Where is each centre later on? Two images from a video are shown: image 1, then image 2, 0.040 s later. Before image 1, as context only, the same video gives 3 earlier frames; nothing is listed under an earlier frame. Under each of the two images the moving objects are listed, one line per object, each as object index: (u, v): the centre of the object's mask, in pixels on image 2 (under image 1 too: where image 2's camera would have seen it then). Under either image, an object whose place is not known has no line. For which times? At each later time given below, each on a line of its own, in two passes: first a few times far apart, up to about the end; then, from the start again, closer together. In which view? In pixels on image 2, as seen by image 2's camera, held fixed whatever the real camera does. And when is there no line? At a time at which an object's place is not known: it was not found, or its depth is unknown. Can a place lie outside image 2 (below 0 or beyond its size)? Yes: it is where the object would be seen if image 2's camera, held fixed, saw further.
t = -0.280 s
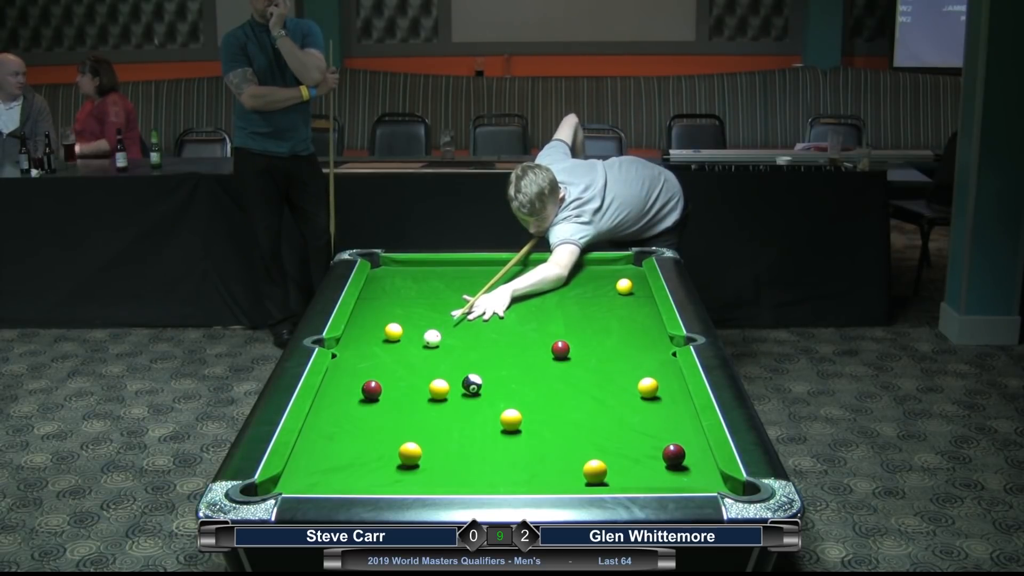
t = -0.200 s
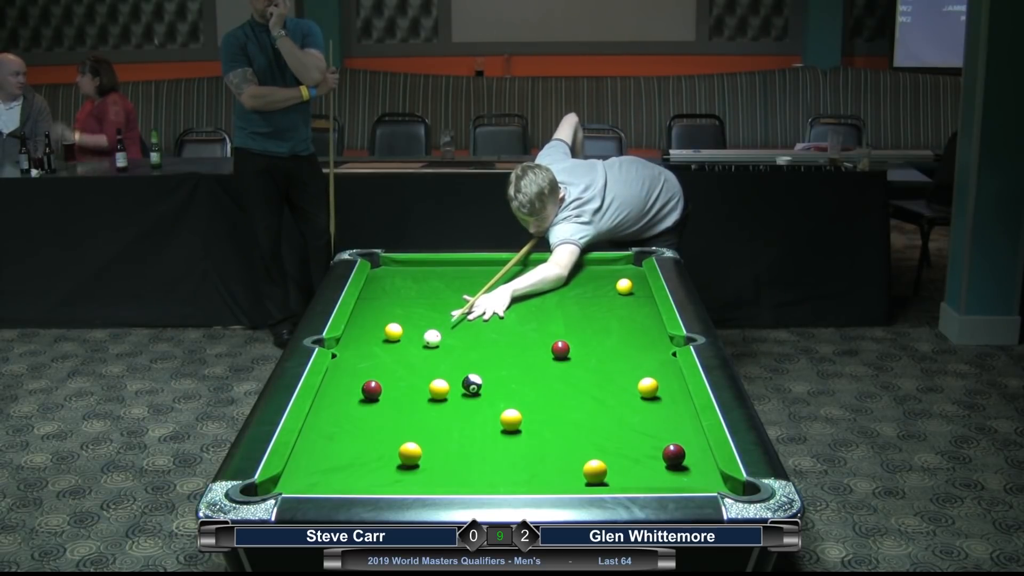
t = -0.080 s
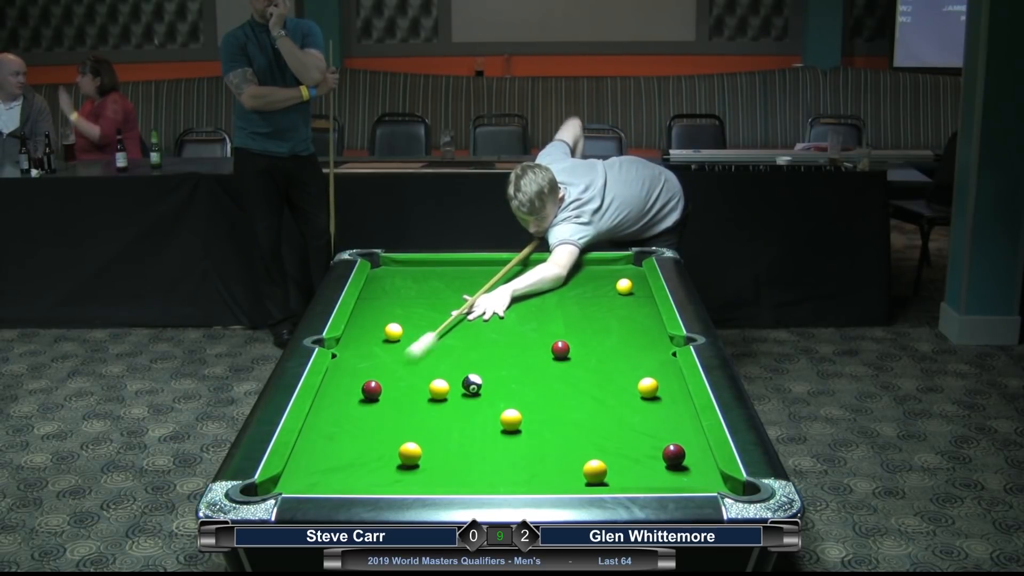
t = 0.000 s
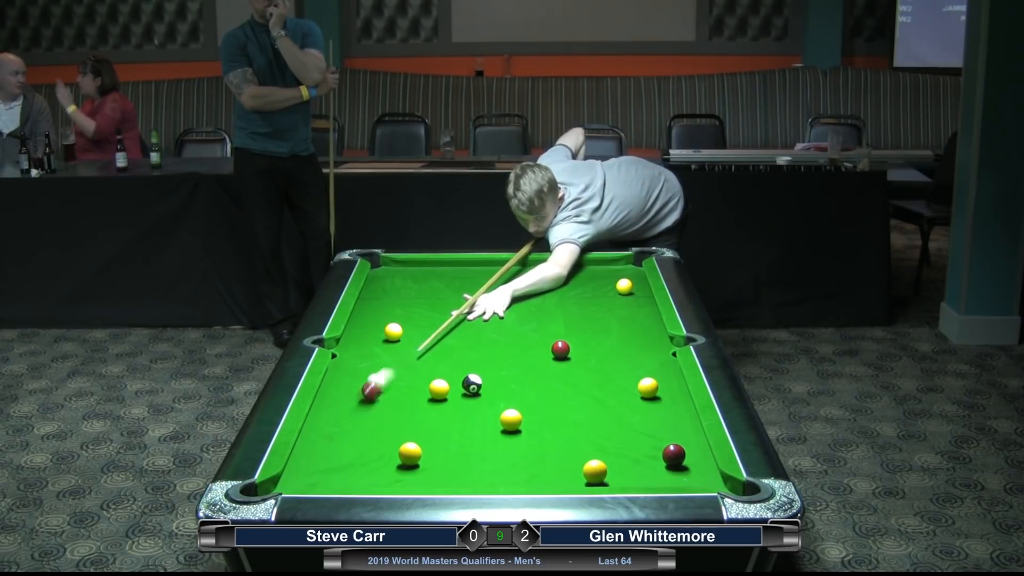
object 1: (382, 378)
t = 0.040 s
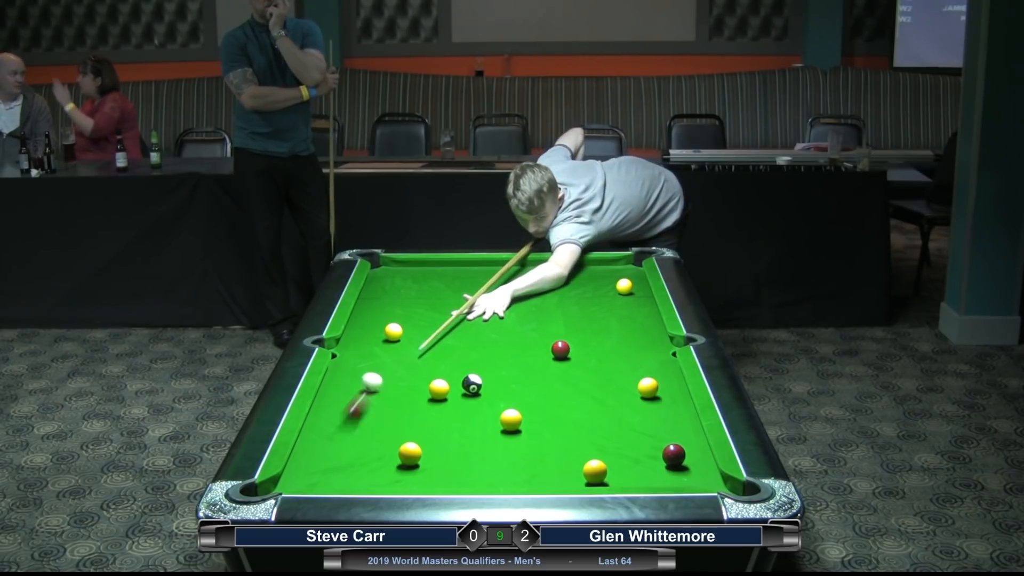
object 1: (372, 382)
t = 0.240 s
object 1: (346, 378)
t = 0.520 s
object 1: (348, 372)
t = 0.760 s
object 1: (369, 367)
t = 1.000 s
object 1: (387, 363)
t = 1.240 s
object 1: (403, 359)
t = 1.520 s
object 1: (419, 355)
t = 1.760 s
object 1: (431, 352)
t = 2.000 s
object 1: (442, 350)
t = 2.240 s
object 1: (451, 348)
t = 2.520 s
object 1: (459, 346)
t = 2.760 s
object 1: (464, 345)
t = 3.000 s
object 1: (468, 344)
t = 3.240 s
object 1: (470, 344)
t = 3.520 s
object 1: (470, 344)
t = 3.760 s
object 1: (470, 344)
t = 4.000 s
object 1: (470, 344)
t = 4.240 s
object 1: (470, 344)
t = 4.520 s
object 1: (470, 344)
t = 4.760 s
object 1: (470, 344)
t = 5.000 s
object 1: (470, 344)
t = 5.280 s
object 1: (470, 344)
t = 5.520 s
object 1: (470, 344)
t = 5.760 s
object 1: (470, 344)
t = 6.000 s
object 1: (470, 344)
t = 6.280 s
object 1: (470, 344)
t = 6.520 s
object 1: (470, 344)
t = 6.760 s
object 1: (470, 344)
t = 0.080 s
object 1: (366, 381)
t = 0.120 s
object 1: (361, 380)
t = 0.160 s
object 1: (356, 379)
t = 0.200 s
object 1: (351, 379)
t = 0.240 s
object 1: (346, 378)
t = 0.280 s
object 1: (342, 377)
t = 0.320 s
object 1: (337, 377)
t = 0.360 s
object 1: (333, 376)
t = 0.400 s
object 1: (337, 375)
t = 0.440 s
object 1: (341, 374)
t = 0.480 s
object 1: (345, 373)
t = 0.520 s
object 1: (348, 372)
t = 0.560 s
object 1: (352, 371)
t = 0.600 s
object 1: (355, 370)
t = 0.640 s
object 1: (359, 369)
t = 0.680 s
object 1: (362, 369)
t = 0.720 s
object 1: (365, 368)
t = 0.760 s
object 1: (369, 367)
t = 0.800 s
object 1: (372, 366)
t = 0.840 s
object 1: (375, 366)
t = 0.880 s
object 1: (378, 365)
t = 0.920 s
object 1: (381, 364)
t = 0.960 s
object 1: (384, 363)
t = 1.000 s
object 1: (387, 363)
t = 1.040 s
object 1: (390, 362)
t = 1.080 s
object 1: (393, 361)
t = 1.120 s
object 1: (395, 361)
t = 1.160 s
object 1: (398, 360)
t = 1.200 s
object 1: (401, 359)
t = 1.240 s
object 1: (403, 359)
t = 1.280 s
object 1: (406, 358)
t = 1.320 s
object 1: (408, 357)
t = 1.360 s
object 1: (411, 357)
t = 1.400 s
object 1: (413, 356)
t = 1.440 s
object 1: (415, 356)
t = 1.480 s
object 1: (417, 355)
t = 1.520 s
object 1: (419, 355)
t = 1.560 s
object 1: (421, 354)
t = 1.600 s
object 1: (424, 354)
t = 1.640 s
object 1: (426, 354)
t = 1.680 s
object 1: (428, 353)
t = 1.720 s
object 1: (429, 353)
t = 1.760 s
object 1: (431, 352)
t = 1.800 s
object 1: (433, 352)
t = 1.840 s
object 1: (435, 351)
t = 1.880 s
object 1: (437, 351)
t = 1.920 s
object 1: (438, 351)
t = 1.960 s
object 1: (440, 350)
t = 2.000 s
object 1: (442, 350)
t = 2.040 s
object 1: (443, 349)
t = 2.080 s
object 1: (445, 349)
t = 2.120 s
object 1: (446, 349)
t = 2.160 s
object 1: (448, 348)
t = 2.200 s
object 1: (449, 348)
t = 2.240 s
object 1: (451, 348)
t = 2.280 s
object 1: (452, 348)
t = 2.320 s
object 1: (453, 347)
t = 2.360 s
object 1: (454, 347)
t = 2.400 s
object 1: (455, 347)
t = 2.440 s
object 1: (456, 347)
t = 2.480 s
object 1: (457, 346)
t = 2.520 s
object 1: (459, 346)
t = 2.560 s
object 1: (460, 346)
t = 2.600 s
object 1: (461, 346)
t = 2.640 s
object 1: (462, 346)
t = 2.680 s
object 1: (462, 345)
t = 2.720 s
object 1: (463, 345)
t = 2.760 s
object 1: (464, 345)
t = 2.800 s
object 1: (465, 345)
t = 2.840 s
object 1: (466, 345)
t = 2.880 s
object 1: (466, 345)
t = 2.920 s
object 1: (467, 345)
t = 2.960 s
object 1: (467, 345)
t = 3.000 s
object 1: (468, 344)
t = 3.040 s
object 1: (468, 344)
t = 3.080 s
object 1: (469, 344)
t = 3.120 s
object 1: (469, 344)
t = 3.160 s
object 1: (470, 344)
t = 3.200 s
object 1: (470, 344)
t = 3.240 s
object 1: (470, 344)
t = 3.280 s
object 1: (470, 344)
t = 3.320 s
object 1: (470, 344)
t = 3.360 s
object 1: (470, 344)
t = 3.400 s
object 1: (470, 344)
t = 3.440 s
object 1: (470, 344)
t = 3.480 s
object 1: (470, 344)
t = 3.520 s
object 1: (470, 344)
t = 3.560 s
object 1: (470, 344)
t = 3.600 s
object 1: (470, 344)
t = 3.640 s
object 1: (470, 344)
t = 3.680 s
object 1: (470, 344)
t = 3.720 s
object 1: (470, 344)
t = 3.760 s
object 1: (470, 344)
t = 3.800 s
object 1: (470, 344)
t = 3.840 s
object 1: (470, 344)
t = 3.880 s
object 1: (470, 344)
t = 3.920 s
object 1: (470, 344)
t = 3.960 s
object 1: (470, 344)
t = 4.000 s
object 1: (470, 344)
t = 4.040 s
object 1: (470, 344)
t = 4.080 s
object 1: (470, 344)
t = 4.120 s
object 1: (470, 344)
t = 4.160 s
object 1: (470, 344)
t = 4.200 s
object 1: (470, 344)
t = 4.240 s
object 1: (470, 344)
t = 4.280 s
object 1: (470, 344)
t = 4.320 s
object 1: (470, 344)
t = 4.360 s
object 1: (470, 344)
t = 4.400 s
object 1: (470, 344)
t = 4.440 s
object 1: (470, 344)
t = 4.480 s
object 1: (470, 344)
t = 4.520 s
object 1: (470, 344)
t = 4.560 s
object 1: (470, 344)
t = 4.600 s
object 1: (470, 344)
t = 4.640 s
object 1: (470, 344)
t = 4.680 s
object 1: (470, 344)
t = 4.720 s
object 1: (470, 344)
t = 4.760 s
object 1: (470, 344)
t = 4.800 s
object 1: (470, 344)
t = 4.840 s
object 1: (470, 344)
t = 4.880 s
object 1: (470, 344)
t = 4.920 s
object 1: (470, 344)
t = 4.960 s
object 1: (470, 344)
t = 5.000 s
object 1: (470, 344)
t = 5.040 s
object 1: (470, 344)
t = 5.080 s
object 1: (470, 344)
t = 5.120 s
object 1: (470, 344)
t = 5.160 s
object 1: (470, 344)
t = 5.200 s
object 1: (470, 344)
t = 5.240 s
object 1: (470, 344)
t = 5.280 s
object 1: (470, 344)
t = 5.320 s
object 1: (470, 344)
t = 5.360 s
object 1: (470, 344)
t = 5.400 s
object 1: (470, 344)
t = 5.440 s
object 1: (470, 344)
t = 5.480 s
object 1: (470, 344)
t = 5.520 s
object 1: (470, 344)
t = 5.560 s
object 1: (470, 344)
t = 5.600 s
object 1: (470, 344)
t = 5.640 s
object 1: (470, 344)
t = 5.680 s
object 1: (470, 344)
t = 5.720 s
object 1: (470, 344)
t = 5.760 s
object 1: (470, 344)
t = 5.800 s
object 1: (470, 344)
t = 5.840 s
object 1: (470, 344)
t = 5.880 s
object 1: (470, 344)
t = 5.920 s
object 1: (470, 344)
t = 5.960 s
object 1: (470, 344)
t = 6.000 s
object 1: (470, 344)
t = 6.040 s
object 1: (470, 344)
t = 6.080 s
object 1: (470, 344)
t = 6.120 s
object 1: (470, 344)
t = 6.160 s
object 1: (470, 344)
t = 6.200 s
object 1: (470, 344)
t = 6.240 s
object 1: (470, 344)
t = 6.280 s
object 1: (470, 344)
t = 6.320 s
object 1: (470, 344)
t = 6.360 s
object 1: (470, 344)
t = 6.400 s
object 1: (470, 344)
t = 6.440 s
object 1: (470, 344)
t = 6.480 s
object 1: (470, 344)
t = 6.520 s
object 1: (470, 344)
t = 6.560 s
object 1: (470, 344)
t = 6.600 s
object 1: (470, 344)
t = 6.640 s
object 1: (470, 344)
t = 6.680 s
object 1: (470, 344)
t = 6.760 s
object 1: (470, 344)
